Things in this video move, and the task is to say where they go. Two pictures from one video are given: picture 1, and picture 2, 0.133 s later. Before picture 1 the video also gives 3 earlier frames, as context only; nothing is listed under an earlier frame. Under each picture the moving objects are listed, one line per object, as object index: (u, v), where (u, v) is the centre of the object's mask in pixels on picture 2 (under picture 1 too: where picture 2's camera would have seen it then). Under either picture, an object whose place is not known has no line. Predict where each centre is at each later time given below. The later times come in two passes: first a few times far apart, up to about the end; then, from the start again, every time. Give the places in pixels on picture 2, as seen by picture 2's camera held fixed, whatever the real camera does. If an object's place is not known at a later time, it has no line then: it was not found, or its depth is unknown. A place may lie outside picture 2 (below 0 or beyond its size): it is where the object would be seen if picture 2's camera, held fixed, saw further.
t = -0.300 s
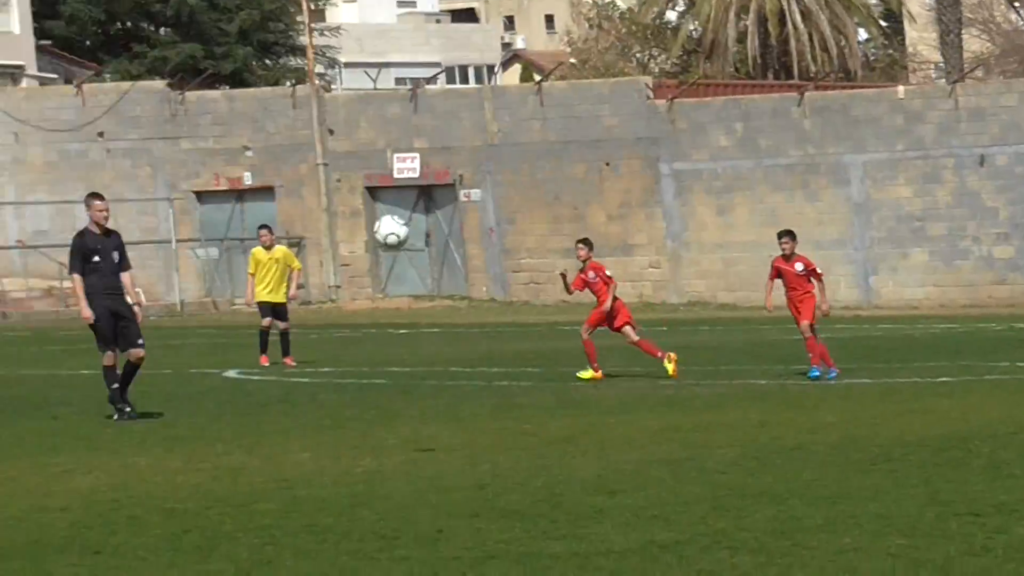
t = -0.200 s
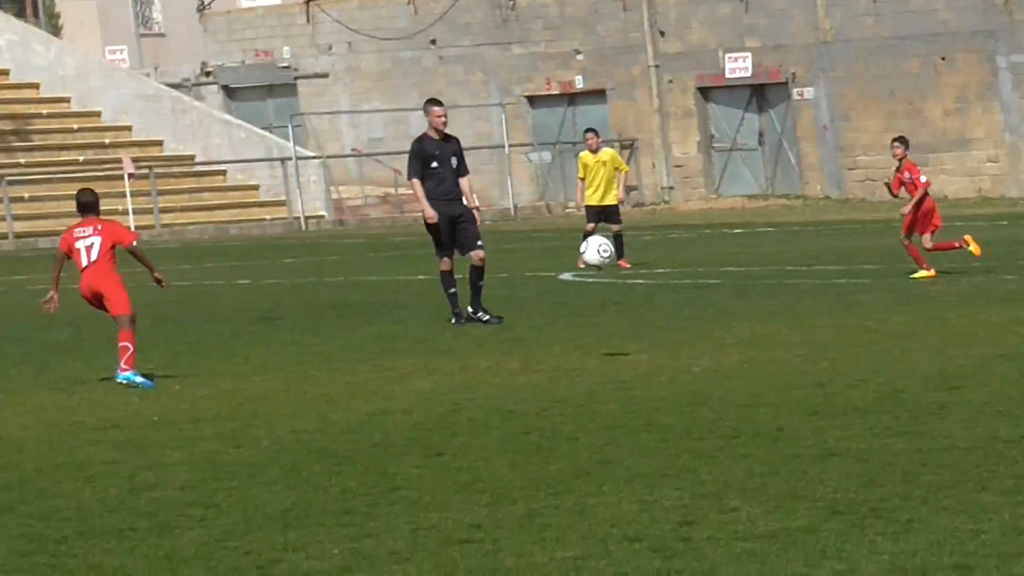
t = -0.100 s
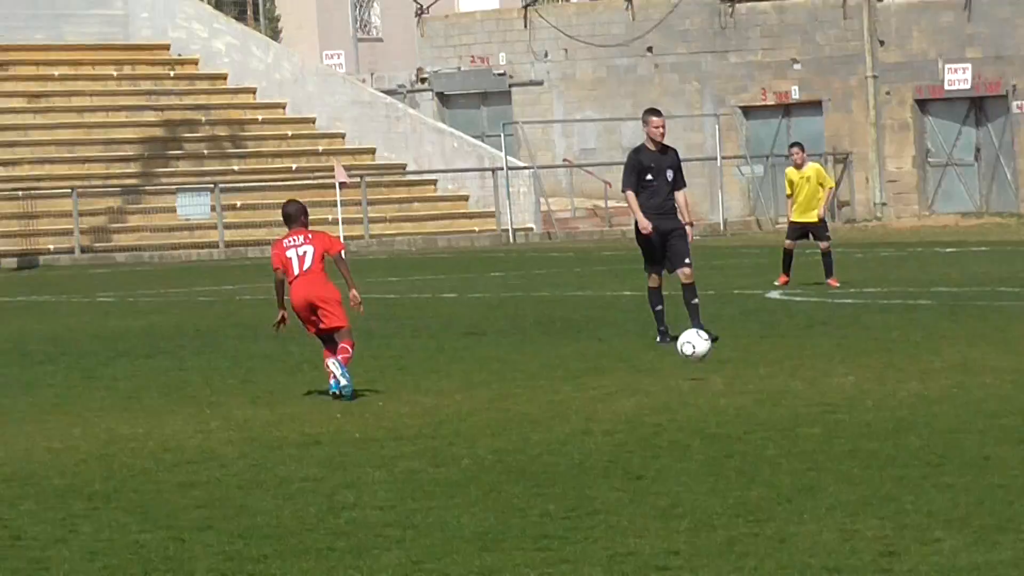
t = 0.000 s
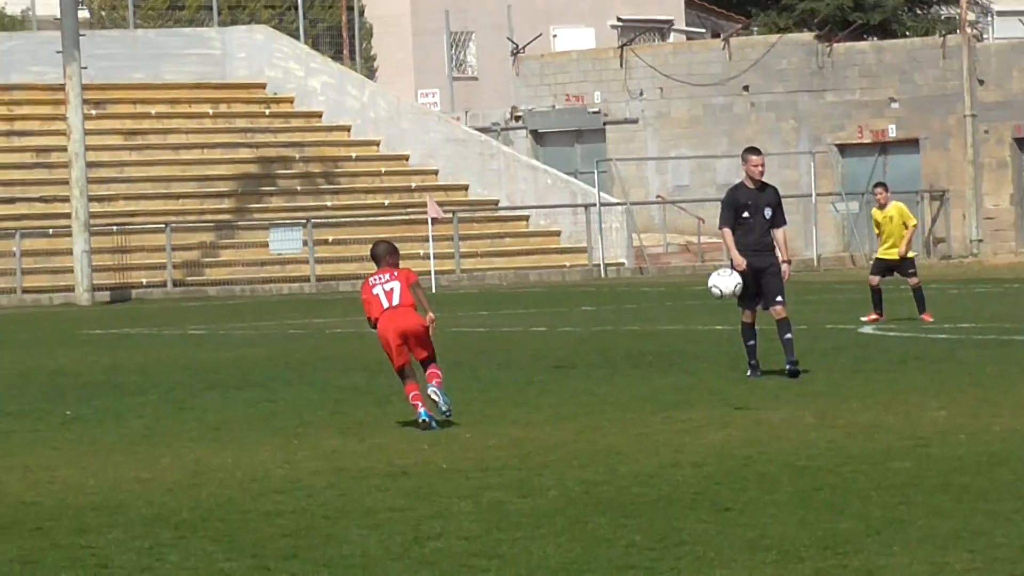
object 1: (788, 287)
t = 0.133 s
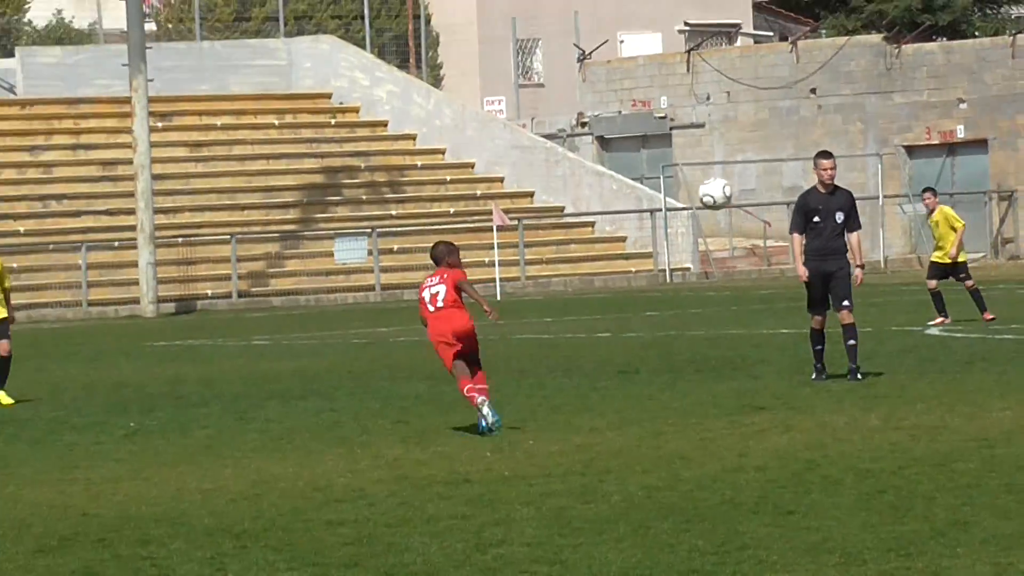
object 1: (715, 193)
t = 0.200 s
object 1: (679, 158)
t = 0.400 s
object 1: (572, 96)
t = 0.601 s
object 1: (474, 98)
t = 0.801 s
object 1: (390, 157)
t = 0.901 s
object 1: (352, 209)
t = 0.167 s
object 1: (696, 175)
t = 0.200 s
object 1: (679, 158)
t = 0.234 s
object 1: (661, 143)
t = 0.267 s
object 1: (643, 129)
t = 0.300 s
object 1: (625, 119)
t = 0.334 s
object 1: (608, 109)
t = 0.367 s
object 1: (590, 101)
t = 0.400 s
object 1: (572, 96)
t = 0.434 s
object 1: (554, 92)
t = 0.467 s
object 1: (537, 90)
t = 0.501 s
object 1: (521, 89)
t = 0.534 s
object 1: (505, 91)
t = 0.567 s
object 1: (489, 93)
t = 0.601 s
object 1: (474, 98)
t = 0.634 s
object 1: (460, 104)
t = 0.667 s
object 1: (444, 112)
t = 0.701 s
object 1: (431, 121)
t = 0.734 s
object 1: (416, 131)
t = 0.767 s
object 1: (403, 144)
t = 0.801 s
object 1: (390, 157)
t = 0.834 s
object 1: (376, 172)
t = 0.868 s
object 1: (364, 190)
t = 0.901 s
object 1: (352, 209)
